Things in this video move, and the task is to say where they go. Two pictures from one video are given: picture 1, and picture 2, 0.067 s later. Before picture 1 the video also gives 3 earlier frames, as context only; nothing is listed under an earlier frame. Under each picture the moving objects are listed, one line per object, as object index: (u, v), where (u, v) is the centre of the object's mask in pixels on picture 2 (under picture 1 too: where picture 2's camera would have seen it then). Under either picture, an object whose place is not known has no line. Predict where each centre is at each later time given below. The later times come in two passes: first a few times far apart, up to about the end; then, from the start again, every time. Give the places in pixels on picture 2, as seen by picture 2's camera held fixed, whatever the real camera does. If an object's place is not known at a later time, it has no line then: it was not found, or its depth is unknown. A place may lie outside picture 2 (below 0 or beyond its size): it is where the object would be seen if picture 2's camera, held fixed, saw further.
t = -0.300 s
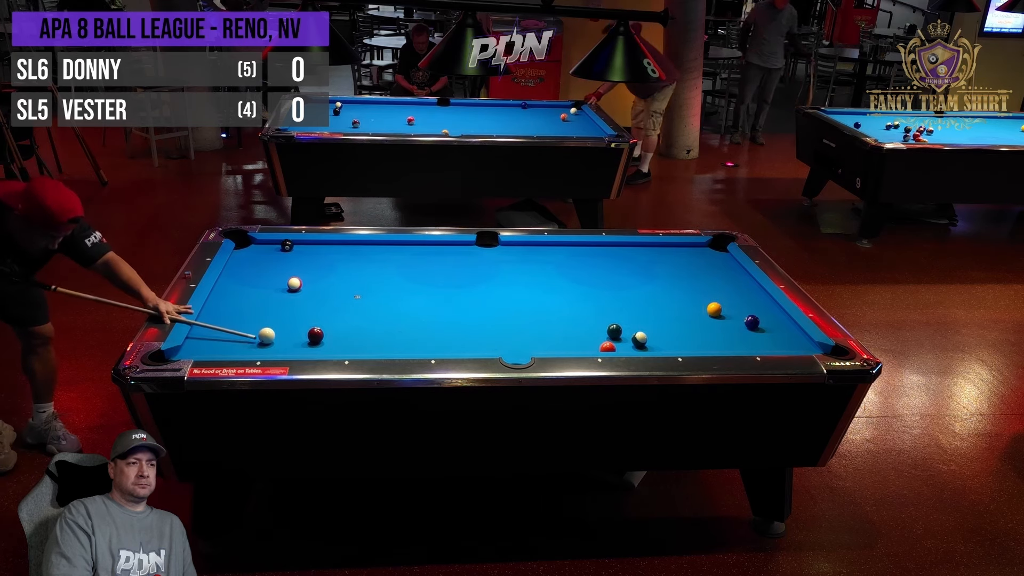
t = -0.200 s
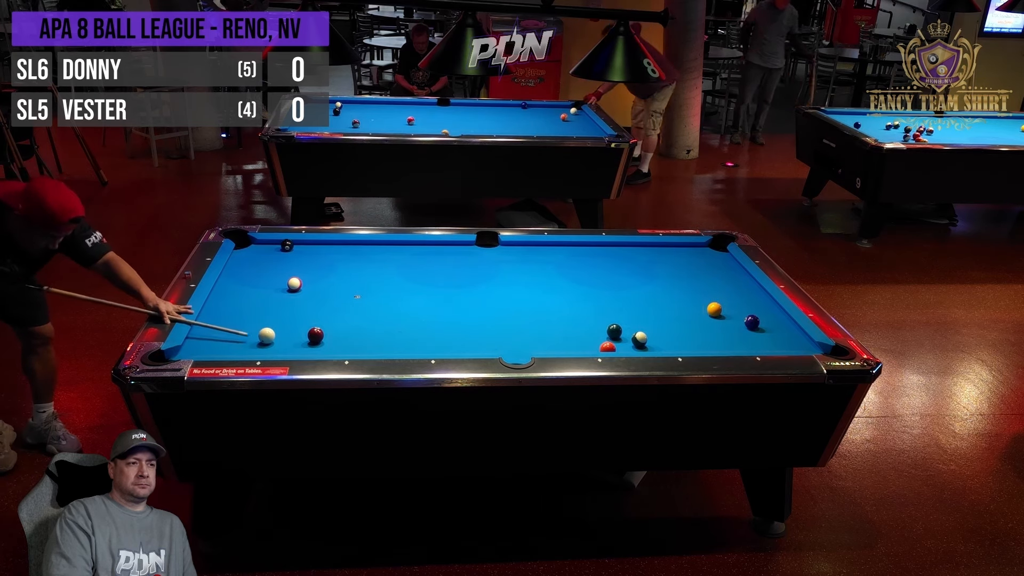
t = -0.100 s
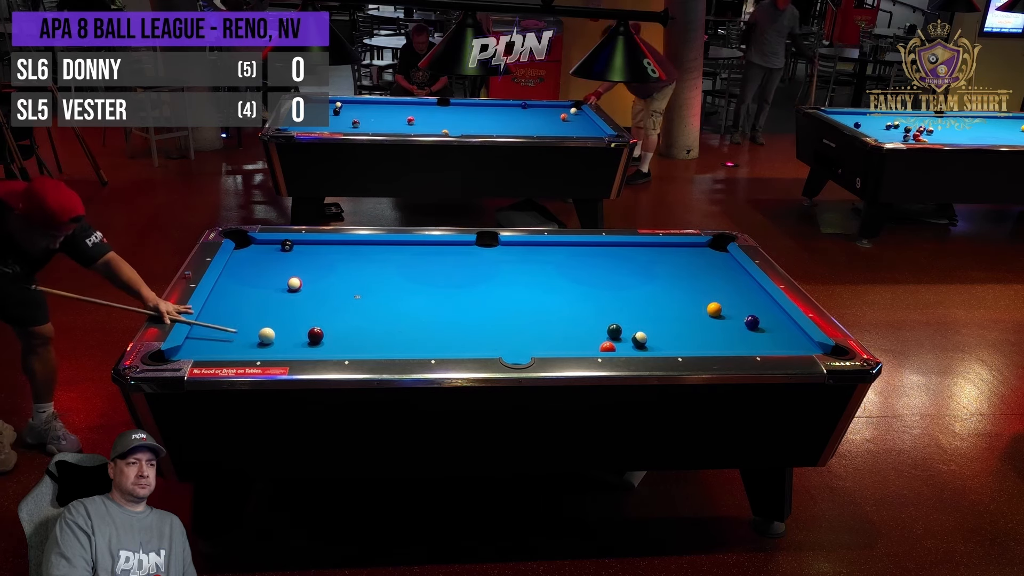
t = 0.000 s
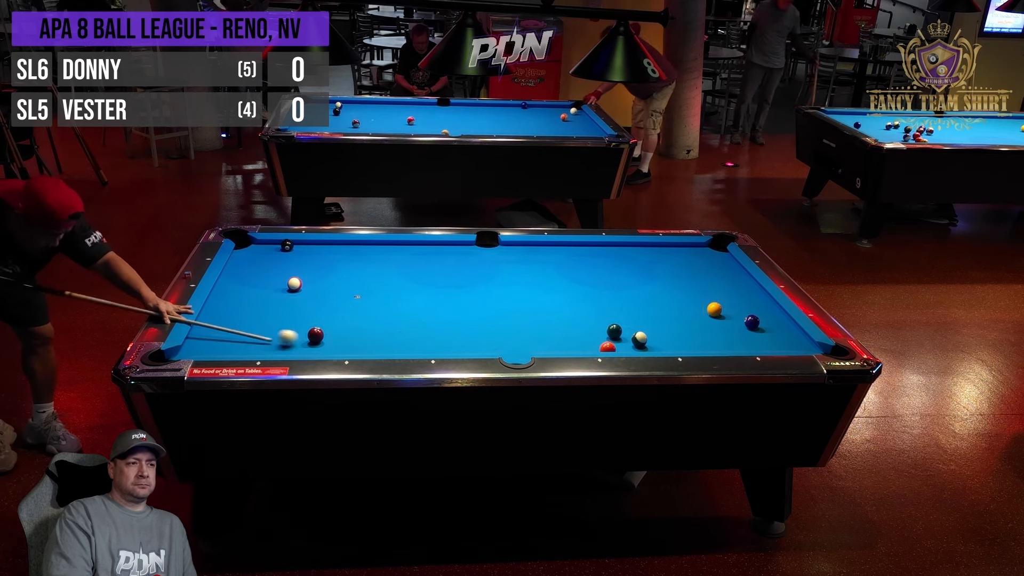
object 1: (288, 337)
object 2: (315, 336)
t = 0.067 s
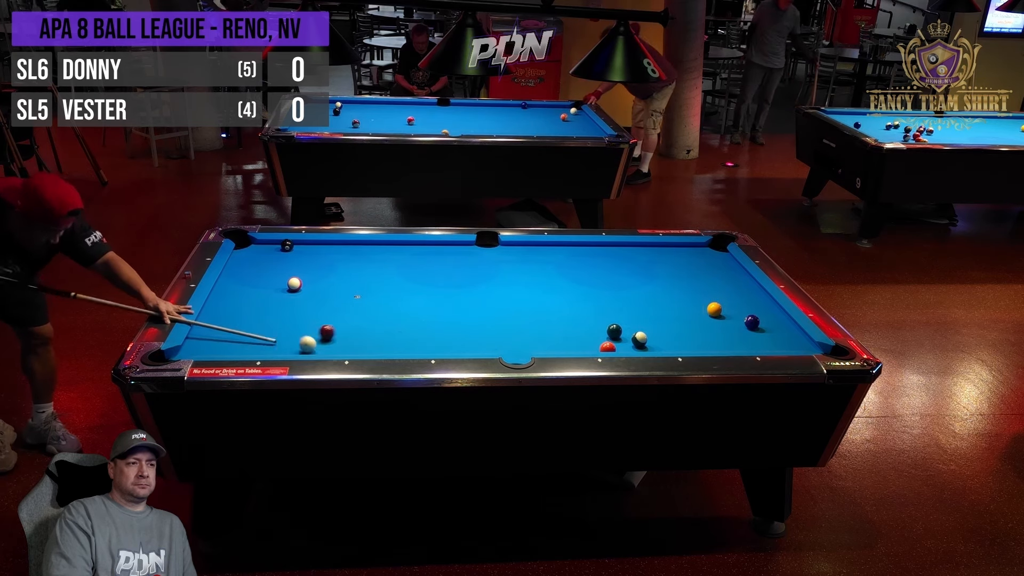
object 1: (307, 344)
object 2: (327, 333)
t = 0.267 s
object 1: (327, 344)
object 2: (371, 322)
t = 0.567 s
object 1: (337, 327)
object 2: (427, 307)
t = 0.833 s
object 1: (345, 314)
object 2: (471, 296)
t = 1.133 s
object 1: (353, 300)
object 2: (516, 284)
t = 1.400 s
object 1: (359, 289)
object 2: (552, 275)
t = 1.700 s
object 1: (365, 279)
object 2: (588, 265)
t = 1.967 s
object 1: (370, 270)
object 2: (618, 258)
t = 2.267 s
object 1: (376, 261)
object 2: (648, 250)
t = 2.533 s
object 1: (379, 254)
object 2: (674, 246)
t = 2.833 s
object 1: (383, 247)
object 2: (703, 250)
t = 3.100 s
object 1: (386, 244)
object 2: (723, 253)
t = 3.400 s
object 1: (387, 248)
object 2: (713, 256)
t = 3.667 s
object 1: (388, 251)
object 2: (704, 259)
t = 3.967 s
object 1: (389, 254)
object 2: (696, 262)
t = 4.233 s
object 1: (389, 256)
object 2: (689, 264)
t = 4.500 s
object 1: (389, 257)
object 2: (682, 266)
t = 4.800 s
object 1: (389, 259)
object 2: (676, 268)
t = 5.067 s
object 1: (388, 260)
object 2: (671, 270)
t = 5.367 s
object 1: (389, 260)
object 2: (667, 271)
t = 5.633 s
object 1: (389, 261)
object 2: (664, 272)
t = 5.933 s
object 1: (389, 261)
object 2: (661, 273)
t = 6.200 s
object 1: (388, 261)
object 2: (660, 274)
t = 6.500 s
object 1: (388, 261)
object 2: (659, 275)
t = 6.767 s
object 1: (388, 261)
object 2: (659, 275)
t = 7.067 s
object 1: (388, 261)
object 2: (659, 275)
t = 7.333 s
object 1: (389, 261)
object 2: (659, 275)
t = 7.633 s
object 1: (389, 261)
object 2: (659, 275)
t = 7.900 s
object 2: (659, 275)
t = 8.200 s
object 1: (389, 260)
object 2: (659, 275)
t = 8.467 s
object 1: (389, 260)
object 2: (659, 275)
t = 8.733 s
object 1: (389, 260)
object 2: (659, 274)
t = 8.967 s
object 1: (388, 261)
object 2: (659, 274)
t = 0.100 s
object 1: (313, 347)
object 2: (335, 330)
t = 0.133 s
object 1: (318, 350)
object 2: (343, 328)
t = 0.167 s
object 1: (321, 349)
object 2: (351, 326)
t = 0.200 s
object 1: (324, 348)
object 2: (358, 325)
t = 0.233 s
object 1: (326, 346)
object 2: (364, 323)
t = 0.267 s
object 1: (327, 344)
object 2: (371, 322)
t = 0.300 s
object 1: (328, 342)
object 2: (377, 320)
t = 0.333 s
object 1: (329, 341)
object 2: (384, 318)
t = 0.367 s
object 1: (331, 338)
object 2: (390, 316)
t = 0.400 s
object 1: (332, 336)
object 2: (396, 315)
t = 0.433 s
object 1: (333, 335)
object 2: (403, 313)
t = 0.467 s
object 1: (334, 333)
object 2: (409, 312)
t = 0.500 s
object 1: (335, 331)
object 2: (415, 310)
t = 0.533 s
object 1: (336, 329)
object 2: (421, 309)
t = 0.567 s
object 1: (337, 327)
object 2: (427, 307)
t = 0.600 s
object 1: (338, 326)
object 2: (432, 306)
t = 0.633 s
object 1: (339, 324)
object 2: (438, 304)
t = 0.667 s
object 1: (340, 322)
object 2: (444, 302)
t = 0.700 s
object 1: (341, 320)
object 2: (450, 301)
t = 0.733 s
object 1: (342, 319)
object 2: (455, 300)
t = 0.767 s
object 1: (343, 317)
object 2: (460, 298)
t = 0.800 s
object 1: (344, 315)
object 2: (466, 297)
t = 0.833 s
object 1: (345, 314)
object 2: (471, 296)
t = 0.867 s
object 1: (346, 312)
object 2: (476, 294)
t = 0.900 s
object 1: (347, 311)
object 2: (481, 293)
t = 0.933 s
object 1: (348, 309)
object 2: (486, 292)
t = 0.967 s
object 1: (348, 308)
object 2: (491, 290)
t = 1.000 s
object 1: (349, 306)
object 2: (496, 289)
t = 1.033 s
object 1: (350, 304)
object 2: (501, 288)
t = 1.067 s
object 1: (351, 303)
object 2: (506, 287)
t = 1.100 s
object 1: (352, 302)
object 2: (511, 285)
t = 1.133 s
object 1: (353, 300)
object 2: (516, 284)
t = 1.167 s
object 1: (353, 299)
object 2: (520, 283)
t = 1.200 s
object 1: (354, 297)
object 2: (525, 282)
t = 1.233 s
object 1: (355, 296)
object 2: (530, 281)
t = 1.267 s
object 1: (356, 295)
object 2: (534, 280)
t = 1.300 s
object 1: (356, 293)
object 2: (539, 278)
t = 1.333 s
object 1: (357, 292)
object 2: (543, 277)
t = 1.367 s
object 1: (358, 291)
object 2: (547, 276)
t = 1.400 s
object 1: (359, 289)
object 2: (552, 275)
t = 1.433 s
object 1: (359, 288)
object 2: (556, 274)
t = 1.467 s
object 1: (360, 287)
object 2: (560, 273)
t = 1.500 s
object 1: (361, 286)
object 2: (564, 272)
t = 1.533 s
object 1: (362, 284)
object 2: (568, 271)
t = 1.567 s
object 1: (362, 283)
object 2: (572, 269)
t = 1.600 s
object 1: (363, 282)
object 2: (576, 268)
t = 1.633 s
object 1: (364, 281)
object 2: (581, 267)
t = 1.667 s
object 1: (365, 280)
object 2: (585, 266)
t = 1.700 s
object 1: (365, 279)
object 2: (588, 265)
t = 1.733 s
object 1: (366, 278)
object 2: (592, 264)
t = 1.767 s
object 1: (366, 276)
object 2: (596, 263)
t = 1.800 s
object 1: (367, 275)
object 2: (600, 263)
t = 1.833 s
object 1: (368, 274)
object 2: (603, 261)
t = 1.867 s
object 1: (369, 273)
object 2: (607, 261)
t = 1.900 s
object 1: (369, 272)
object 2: (611, 260)
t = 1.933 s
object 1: (370, 271)
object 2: (614, 259)
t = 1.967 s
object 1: (370, 270)
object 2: (618, 258)
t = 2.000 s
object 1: (371, 269)
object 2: (621, 257)
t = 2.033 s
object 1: (372, 268)
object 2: (625, 256)
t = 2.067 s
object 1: (372, 267)
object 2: (629, 255)
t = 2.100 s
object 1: (373, 266)
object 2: (632, 254)
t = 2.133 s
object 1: (373, 265)
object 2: (635, 253)
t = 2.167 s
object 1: (374, 264)
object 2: (638, 252)
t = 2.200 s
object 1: (374, 263)
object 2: (642, 251)
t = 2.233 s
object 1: (375, 262)
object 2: (645, 251)
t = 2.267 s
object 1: (376, 261)
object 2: (648, 250)
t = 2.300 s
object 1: (376, 260)
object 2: (652, 249)
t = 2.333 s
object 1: (377, 260)
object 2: (655, 248)
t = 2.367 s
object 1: (377, 259)
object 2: (658, 247)
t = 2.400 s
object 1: (377, 258)
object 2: (661, 246)
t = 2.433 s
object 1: (378, 257)
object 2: (664, 245)
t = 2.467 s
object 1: (378, 256)
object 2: (668, 245)
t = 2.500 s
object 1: (379, 255)
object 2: (671, 246)
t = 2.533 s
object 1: (379, 254)
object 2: (674, 246)
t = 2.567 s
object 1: (380, 254)
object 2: (677, 247)
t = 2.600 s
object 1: (380, 253)
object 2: (680, 247)
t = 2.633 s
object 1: (381, 252)
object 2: (683, 248)
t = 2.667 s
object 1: (381, 251)
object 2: (686, 248)
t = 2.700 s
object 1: (382, 250)
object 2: (690, 248)
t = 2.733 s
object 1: (382, 250)
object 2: (693, 249)
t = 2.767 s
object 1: (382, 249)
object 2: (696, 249)
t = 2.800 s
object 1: (383, 248)
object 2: (699, 249)
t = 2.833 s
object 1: (383, 247)
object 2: (703, 250)
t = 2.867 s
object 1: (384, 247)
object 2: (706, 250)
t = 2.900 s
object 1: (384, 246)
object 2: (708, 251)
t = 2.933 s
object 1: (385, 245)
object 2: (711, 251)
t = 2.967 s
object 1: (385, 244)
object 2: (714, 252)
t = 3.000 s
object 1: (385, 244)
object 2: (717, 252)
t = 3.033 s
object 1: (386, 243)
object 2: (720, 252)
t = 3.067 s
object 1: (386, 244)
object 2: (723, 253)
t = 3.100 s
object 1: (386, 244)
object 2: (723, 253)
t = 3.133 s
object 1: (386, 245)
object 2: (722, 254)
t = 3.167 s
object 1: (386, 245)
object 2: (721, 254)
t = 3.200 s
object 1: (387, 245)
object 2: (720, 254)
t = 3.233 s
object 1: (387, 246)
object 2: (718, 255)
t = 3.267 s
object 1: (387, 246)
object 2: (717, 255)
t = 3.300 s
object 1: (387, 247)
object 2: (716, 256)
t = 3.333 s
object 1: (387, 247)
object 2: (715, 256)
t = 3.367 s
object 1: (387, 247)
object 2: (714, 256)
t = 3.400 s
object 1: (387, 248)
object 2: (713, 256)
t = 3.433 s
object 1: (387, 248)
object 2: (712, 257)
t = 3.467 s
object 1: (387, 249)
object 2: (711, 257)
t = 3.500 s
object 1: (388, 249)
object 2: (710, 258)
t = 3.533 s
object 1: (388, 249)
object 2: (709, 258)
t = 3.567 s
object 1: (388, 250)
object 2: (708, 258)
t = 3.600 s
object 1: (388, 250)
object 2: (707, 258)
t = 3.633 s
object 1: (388, 250)
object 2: (706, 259)
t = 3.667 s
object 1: (388, 251)
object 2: (704, 259)
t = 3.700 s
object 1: (388, 251)
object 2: (704, 259)
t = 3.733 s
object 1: (388, 251)
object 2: (703, 260)
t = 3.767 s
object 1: (388, 252)
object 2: (702, 260)
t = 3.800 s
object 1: (389, 252)
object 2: (701, 260)
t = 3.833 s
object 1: (389, 252)
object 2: (700, 261)
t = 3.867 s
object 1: (389, 253)
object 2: (699, 261)
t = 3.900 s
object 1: (389, 253)
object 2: (698, 261)
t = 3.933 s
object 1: (389, 253)
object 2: (697, 262)
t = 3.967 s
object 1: (389, 254)
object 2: (696, 262)
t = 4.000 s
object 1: (389, 254)
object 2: (695, 262)
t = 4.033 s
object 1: (389, 254)
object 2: (694, 262)
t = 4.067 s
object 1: (389, 254)
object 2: (693, 263)
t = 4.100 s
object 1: (389, 255)
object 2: (692, 263)
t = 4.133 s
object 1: (389, 255)
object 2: (691, 263)
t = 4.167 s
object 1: (389, 255)
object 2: (690, 263)
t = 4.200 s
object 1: (389, 255)
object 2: (689, 264)
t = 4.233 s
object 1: (389, 256)
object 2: (689, 264)
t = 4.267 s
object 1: (389, 256)
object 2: (688, 264)
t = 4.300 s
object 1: (389, 256)
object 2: (687, 264)
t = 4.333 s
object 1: (389, 256)
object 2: (686, 265)
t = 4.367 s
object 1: (389, 257)
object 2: (685, 265)
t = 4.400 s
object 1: (389, 257)
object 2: (684, 265)
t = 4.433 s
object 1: (389, 257)
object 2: (684, 266)
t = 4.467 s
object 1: (389, 257)
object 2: (683, 266)
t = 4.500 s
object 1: (389, 257)
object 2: (682, 266)
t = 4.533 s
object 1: (389, 258)
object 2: (682, 266)
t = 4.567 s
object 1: (389, 258)
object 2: (681, 267)
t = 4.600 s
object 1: (389, 258)
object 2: (680, 267)
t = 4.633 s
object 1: (389, 258)
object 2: (679, 267)
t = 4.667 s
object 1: (389, 258)
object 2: (679, 267)
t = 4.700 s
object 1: (389, 258)
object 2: (678, 267)
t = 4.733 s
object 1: (389, 259)
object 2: (677, 268)
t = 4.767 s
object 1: (389, 259)
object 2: (677, 268)
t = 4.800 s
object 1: (389, 259)
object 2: (676, 268)
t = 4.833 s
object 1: (389, 259)
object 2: (675, 268)
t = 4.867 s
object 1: (389, 259)
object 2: (675, 269)
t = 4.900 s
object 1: (389, 259)
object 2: (674, 269)
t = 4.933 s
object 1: (389, 259)
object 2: (674, 269)
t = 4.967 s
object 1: (389, 259)
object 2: (673, 269)
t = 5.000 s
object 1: (388, 260)
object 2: (672, 269)
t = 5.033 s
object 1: (389, 260)
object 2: (672, 270)
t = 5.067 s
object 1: (388, 260)
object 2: (671, 270)
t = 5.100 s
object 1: (388, 260)
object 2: (671, 270)
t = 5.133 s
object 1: (388, 260)
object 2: (670, 270)
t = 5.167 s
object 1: (388, 260)
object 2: (670, 270)
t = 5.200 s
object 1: (388, 260)
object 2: (669, 270)
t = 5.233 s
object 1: (388, 260)
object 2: (669, 271)
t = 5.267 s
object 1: (388, 260)
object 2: (668, 271)
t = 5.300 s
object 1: (389, 260)
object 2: (668, 271)
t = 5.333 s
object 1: (388, 260)
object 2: (667, 271)
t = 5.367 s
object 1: (389, 260)
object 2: (667, 271)
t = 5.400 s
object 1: (389, 261)
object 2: (666, 272)
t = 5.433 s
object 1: (389, 261)
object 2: (666, 272)
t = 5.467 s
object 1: (389, 261)
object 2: (666, 272)
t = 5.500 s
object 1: (389, 261)
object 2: (665, 272)
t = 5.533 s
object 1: (389, 261)
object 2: (665, 272)
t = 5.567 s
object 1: (389, 261)
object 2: (664, 272)
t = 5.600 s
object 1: (389, 261)
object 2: (664, 272)
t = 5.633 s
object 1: (389, 261)
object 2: (664, 272)
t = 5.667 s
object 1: (389, 261)
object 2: (663, 272)
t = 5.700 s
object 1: (389, 261)
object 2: (663, 273)
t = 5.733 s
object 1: (389, 261)
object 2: (663, 273)
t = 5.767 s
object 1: (389, 261)
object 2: (662, 273)
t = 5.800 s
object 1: (389, 261)
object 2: (662, 273)
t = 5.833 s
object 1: (388, 261)
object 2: (662, 273)
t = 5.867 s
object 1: (388, 261)
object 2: (662, 273)
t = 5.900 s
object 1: (389, 261)
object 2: (661, 273)
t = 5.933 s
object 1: (389, 261)
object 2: (661, 273)
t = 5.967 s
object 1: (389, 261)
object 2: (661, 273)
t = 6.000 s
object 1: (388, 261)
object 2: (661, 274)
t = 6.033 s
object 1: (388, 261)
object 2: (661, 274)
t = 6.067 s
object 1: (388, 261)
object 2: (661, 274)
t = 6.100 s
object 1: (388, 261)
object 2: (660, 274)
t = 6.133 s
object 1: (388, 261)
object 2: (660, 274)
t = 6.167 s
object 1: (388, 261)
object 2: (660, 274)
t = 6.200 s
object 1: (388, 261)
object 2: (660, 274)
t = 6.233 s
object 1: (388, 261)
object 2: (660, 274)
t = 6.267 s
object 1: (388, 261)
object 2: (660, 274)
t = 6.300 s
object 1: (388, 261)
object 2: (660, 274)
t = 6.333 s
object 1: (388, 261)
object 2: (660, 274)
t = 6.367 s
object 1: (388, 261)
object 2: (660, 274)
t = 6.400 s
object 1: (388, 261)
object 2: (660, 274)
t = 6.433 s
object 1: (388, 261)
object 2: (660, 275)
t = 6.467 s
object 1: (388, 261)
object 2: (660, 275)
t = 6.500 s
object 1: (388, 261)
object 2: (659, 275)
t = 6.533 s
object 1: (388, 261)
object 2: (659, 275)
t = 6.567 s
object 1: (388, 261)
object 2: (659, 275)
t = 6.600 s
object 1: (388, 261)
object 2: (659, 275)
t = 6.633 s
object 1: (388, 261)
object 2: (659, 275)
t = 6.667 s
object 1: (388, 261)
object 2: (659, 275)
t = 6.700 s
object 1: (388, 261)
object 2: (659, 275)
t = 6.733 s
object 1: (388, 261)
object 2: (659, 275)
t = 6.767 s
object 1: (388, 261)
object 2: (659, 275)
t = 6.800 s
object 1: (388, 261)
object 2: (659, 275)
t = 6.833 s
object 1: (388, 261)
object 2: (659, 275)
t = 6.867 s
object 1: (388, 261)
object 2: (659, 275)
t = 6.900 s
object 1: (388, 261)
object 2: (659, 275)
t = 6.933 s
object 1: (388, 261)
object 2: (659, 275)
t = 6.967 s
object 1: (388, 261)
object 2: (659, 275)
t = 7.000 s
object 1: (388, 261)
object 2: (659, 275)
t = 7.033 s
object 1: (388, 261)
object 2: (659, 275)
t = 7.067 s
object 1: (388, 261)
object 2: (659, 275)
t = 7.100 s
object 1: (388, 261)
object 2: (659, 275)
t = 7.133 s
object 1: (388, 261)
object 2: (659, 275)
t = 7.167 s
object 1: (388, 261)
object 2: (659, 275)
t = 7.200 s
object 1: (388, 261)
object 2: (659, 275)
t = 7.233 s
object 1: (388, 261)
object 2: (659, 275)
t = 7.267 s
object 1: (388, 261)
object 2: (659, 275)
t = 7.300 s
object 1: (388, 261)
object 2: (659, 275)
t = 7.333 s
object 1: (389, 261)
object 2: (659, 275)
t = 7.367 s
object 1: (388, 261)
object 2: (659, 275)
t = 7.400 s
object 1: (389, 261)
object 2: (659, 275)
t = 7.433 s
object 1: (389, 261)
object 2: (659, 275)
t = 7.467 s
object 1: (389, 261)
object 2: (659, 275)
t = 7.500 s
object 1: (389, 261)
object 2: (659, 275)
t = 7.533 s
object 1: (389, 261)
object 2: (659, 275)
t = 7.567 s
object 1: (389, 261)
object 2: (660, 275)
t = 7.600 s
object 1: (389, 261)
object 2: (659, 275)
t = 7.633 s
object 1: (389, 261)
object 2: (659, 275)
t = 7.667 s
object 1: (388, 261)
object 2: (659, 275)
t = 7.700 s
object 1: (389, 261)
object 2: (659, 275)
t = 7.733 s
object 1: (389, 261)
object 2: (659, 275)
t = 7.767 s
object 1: (392, 260)
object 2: (659, 275)
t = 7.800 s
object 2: (659, 275)
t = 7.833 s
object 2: (659, 275)
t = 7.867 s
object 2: (659, 275)
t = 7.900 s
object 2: (659, 275)
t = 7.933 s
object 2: (659, 275)
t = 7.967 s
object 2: (659, 275)
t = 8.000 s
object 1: (388, 258)
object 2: (660, 275)
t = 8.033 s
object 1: (389, 260)
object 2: (659, 275)
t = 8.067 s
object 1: (389, 260)
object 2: (659, 275)
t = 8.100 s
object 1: (389, 260)
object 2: (659, 275)
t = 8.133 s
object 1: (389, 260)
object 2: (659, 275)
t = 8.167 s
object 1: (389, 260)
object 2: (659, 275)
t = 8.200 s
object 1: (389, 260)
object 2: (659, 275)
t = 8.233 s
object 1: (389, 260)
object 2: (659, 275)
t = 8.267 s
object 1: (389, 260)
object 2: (659, 275)
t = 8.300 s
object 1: (389, 260)
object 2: (662, 273)
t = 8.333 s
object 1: (389, 260)
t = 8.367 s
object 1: (389, 260)
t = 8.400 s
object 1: (389, 260)
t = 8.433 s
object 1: (389, 260)
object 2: (659, 271)
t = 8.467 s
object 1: (389, 260)
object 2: (659, 275)
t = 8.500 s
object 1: (389, 260)
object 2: (660, 275)
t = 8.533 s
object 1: (389, 260)
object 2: (660, 275)
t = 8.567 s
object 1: (389, 260)
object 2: (659, 275)
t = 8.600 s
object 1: (389, 260)
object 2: (659, 275)
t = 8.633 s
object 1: (389, 260)
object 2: (659, 274)
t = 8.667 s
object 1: (389, 260)
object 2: (659, 274)
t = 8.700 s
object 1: (389, 260)
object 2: (659, 274)
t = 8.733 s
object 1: (389, 260)
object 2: (659, 274)
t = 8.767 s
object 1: (389, 260)
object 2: (659, 275)
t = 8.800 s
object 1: (389, 260)
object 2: (659, 275)
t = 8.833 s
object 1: (389, 260)
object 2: (660, 274)
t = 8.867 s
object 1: (389, 260)
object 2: (660, 274)
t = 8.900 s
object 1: (389, 260)
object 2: (660, 274)
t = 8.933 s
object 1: (388, 261)
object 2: (660, 274)
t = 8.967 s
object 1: (388, 261)
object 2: (659, 274)
